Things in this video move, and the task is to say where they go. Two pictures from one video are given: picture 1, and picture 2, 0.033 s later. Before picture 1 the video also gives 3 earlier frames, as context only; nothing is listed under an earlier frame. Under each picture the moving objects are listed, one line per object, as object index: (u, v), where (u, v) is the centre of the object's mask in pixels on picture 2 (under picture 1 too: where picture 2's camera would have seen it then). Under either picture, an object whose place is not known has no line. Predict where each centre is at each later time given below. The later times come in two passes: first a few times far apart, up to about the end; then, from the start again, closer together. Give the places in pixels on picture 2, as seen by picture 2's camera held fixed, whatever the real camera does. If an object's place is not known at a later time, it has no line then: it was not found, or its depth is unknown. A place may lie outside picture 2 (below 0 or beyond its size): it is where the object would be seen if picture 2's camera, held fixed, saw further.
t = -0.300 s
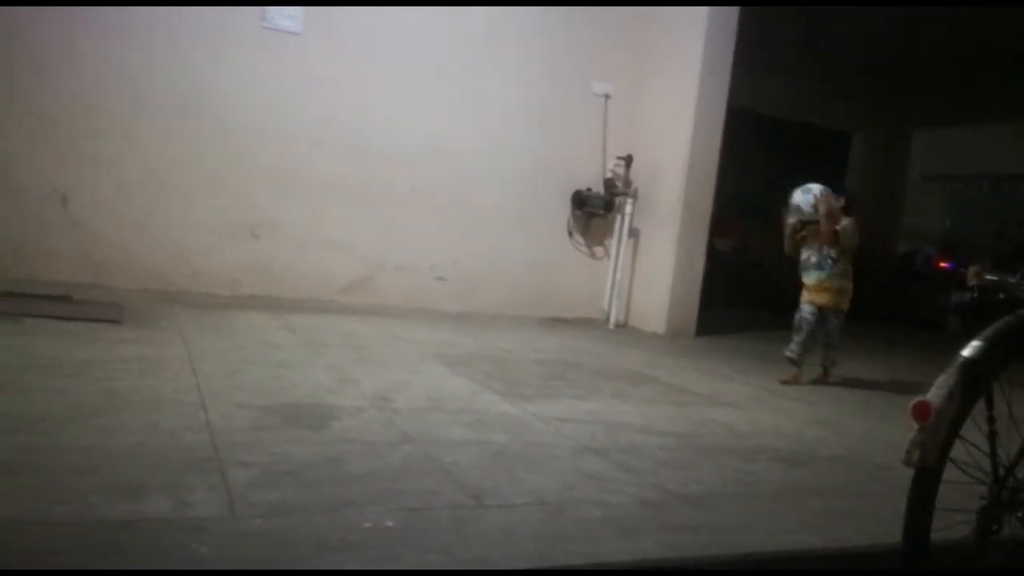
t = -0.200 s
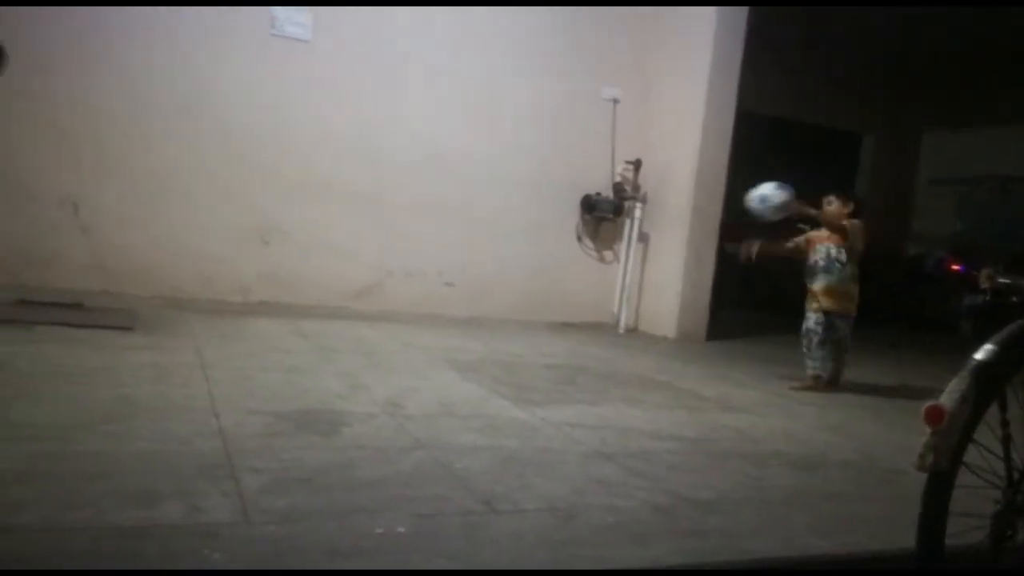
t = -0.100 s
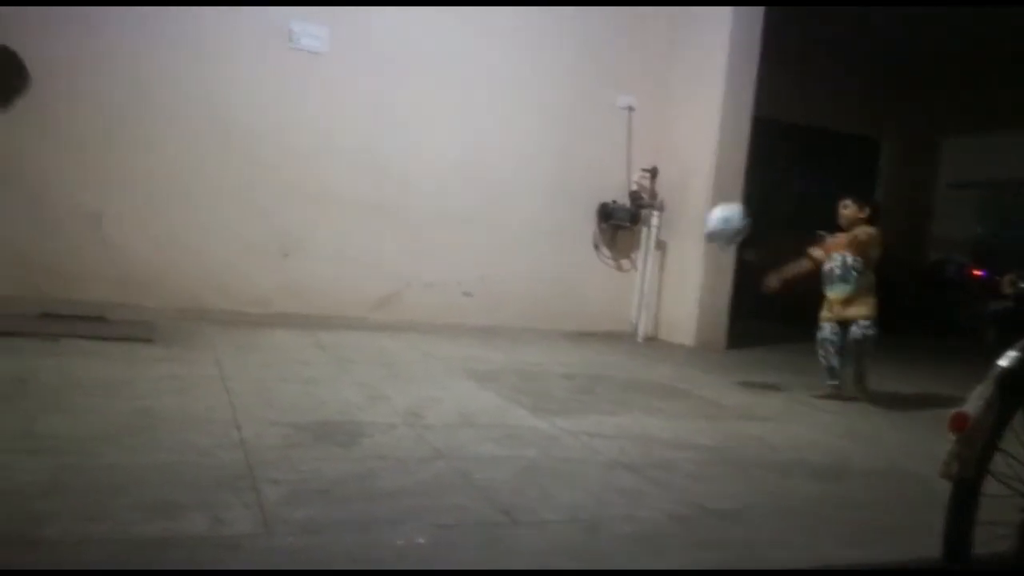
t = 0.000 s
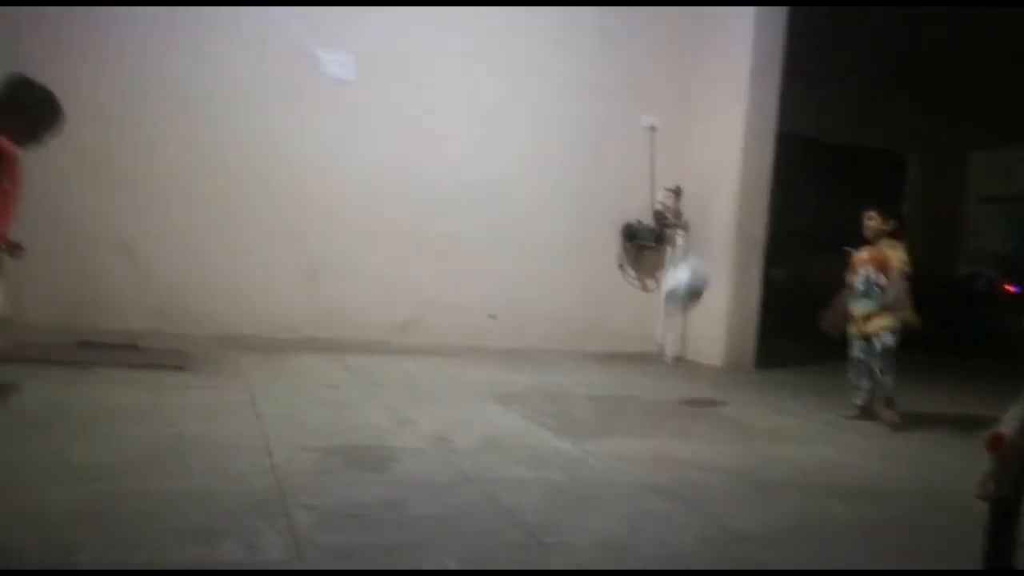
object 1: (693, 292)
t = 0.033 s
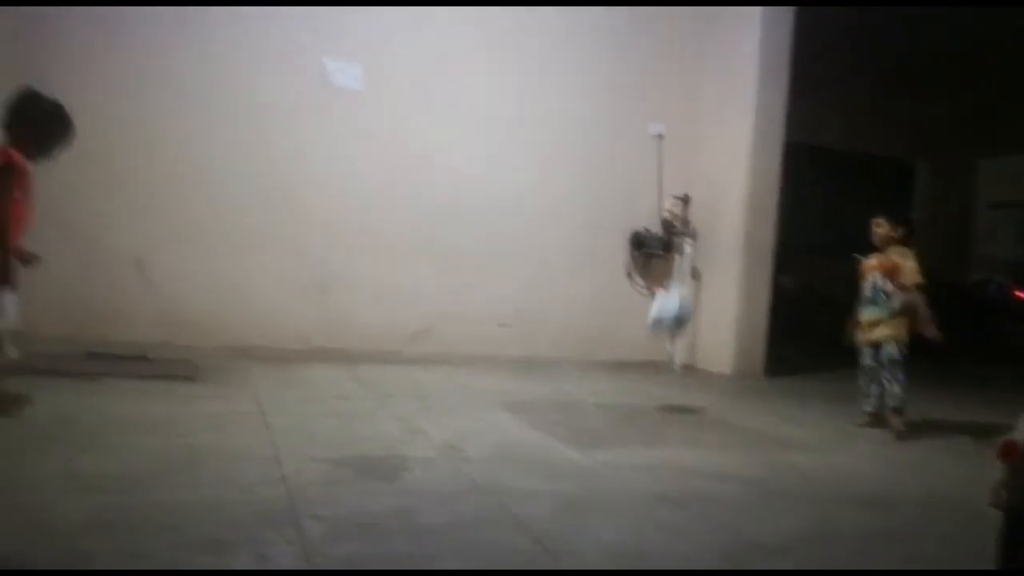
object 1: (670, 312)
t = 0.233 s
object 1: (573, 358)
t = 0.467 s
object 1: (509, 363)
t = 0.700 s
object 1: (440, 378)
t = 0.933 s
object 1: (380, 377)
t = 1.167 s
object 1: (318, 374)
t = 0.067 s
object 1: (647, 334)
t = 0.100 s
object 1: (623, 359)
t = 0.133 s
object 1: (601, 386)
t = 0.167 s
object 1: (590, 378)
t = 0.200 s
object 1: (581, 366)
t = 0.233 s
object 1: (573, 358)
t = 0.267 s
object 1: (563, 353)
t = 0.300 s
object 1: (556, 348)
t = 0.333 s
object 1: (546, 347)
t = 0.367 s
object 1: (538, 348)
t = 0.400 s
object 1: (528, 351)
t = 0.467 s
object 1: (509, 363)
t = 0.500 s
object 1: (498, 376)
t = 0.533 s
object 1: (489, 382)
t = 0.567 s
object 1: (480, 379)
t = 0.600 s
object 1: (470, 371)
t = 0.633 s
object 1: (461, 372)
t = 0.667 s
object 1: (450, 375)
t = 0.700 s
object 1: (440, 378)
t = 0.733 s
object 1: (431, 378)
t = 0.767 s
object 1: (423, 378)
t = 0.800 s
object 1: (413, 378)
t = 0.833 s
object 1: (404, 377)
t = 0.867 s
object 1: (397, 377)
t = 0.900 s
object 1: (389, 377)
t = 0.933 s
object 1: (380, 377)
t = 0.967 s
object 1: (372, 376)
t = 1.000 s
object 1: (363, 375)
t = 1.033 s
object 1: (353, 375)
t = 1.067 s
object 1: (344, 374)
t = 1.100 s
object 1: (336, 373)
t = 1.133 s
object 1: (327, 374)
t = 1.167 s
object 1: (318, 374)
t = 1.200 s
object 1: (310, 373)
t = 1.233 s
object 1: (302, 373)
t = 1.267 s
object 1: (294, 373)
